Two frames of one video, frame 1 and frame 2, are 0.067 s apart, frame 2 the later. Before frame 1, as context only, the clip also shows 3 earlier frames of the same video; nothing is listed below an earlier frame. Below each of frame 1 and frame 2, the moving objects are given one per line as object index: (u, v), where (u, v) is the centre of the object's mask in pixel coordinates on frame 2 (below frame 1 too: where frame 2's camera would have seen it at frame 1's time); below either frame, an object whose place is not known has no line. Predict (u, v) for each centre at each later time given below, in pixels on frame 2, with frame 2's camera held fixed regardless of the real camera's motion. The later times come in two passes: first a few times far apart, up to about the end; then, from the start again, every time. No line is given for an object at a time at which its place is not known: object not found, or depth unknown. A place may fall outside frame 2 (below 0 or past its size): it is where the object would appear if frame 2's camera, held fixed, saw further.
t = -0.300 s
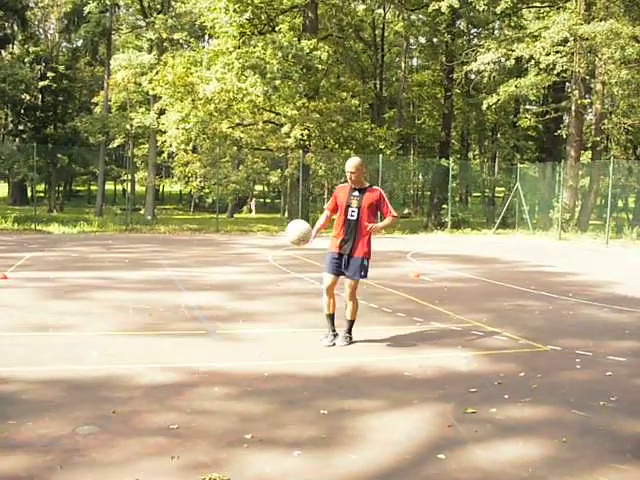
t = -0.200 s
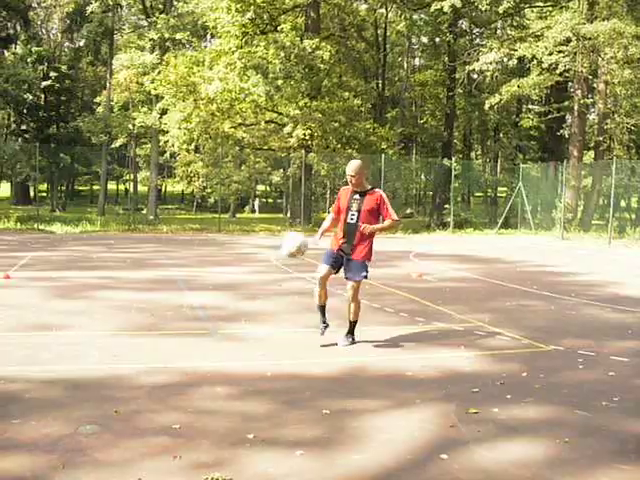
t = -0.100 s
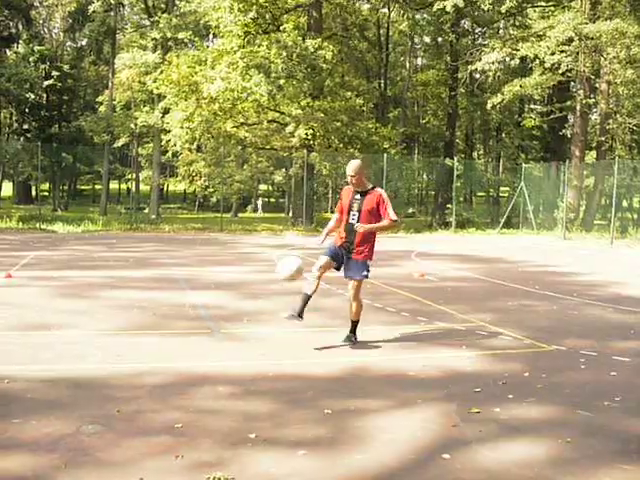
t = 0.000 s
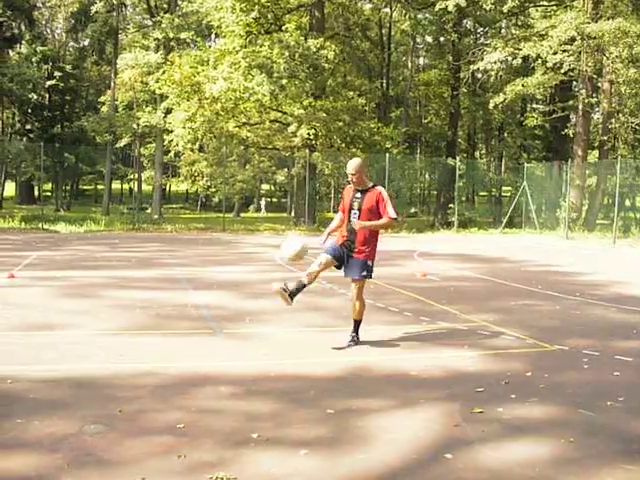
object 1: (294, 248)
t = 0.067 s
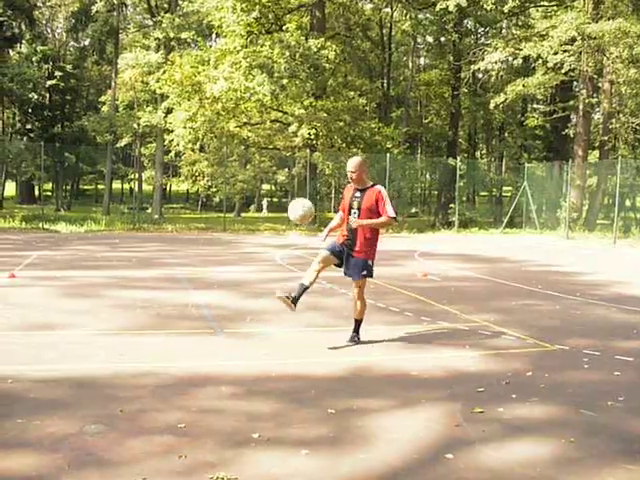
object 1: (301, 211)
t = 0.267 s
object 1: (317, 131)
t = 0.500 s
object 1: (336, 99)
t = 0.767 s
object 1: (353, 134)
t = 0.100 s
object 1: (304, 194)
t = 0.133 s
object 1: (307, 178)
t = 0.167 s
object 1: (309, 164)
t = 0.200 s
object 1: (313, 151)
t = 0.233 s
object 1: (315, 140)
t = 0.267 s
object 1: (317, 131)
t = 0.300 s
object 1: (321, 122)
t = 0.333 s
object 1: (324, 115)
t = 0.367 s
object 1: (326, 109)
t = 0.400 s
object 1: (328, 105)
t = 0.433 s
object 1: (331, 102)
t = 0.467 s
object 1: (333, 99)
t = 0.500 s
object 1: (336, 99)
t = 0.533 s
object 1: (338, 99)
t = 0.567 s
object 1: (340, 101)
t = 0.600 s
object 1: (342, 104)
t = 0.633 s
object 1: (344, 107)
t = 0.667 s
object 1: (346, 112)
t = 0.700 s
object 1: (349, 118)
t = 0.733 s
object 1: (351, 125)
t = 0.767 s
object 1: (353, 134)
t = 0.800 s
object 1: (354, 144)
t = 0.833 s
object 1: (357, 154)
